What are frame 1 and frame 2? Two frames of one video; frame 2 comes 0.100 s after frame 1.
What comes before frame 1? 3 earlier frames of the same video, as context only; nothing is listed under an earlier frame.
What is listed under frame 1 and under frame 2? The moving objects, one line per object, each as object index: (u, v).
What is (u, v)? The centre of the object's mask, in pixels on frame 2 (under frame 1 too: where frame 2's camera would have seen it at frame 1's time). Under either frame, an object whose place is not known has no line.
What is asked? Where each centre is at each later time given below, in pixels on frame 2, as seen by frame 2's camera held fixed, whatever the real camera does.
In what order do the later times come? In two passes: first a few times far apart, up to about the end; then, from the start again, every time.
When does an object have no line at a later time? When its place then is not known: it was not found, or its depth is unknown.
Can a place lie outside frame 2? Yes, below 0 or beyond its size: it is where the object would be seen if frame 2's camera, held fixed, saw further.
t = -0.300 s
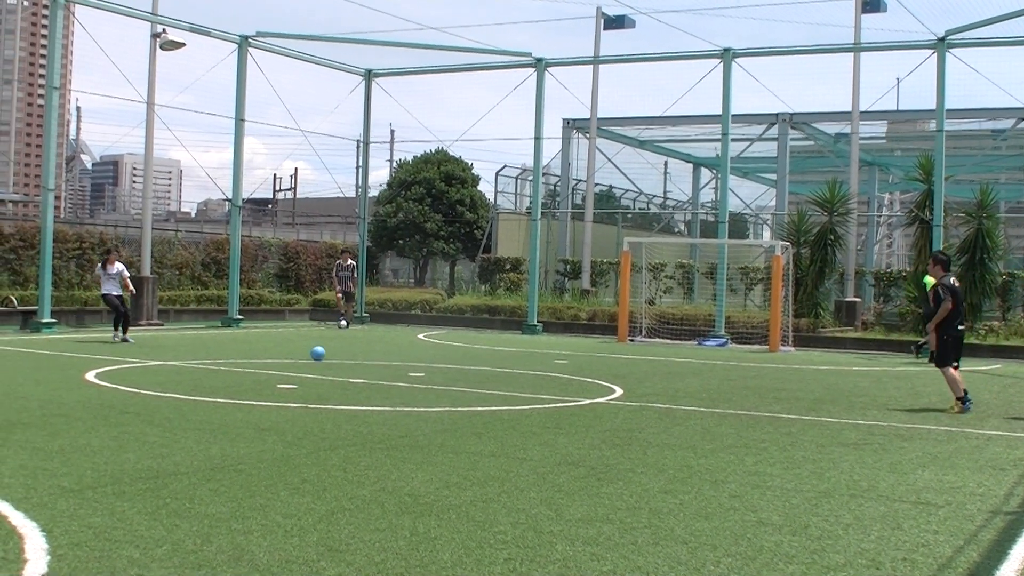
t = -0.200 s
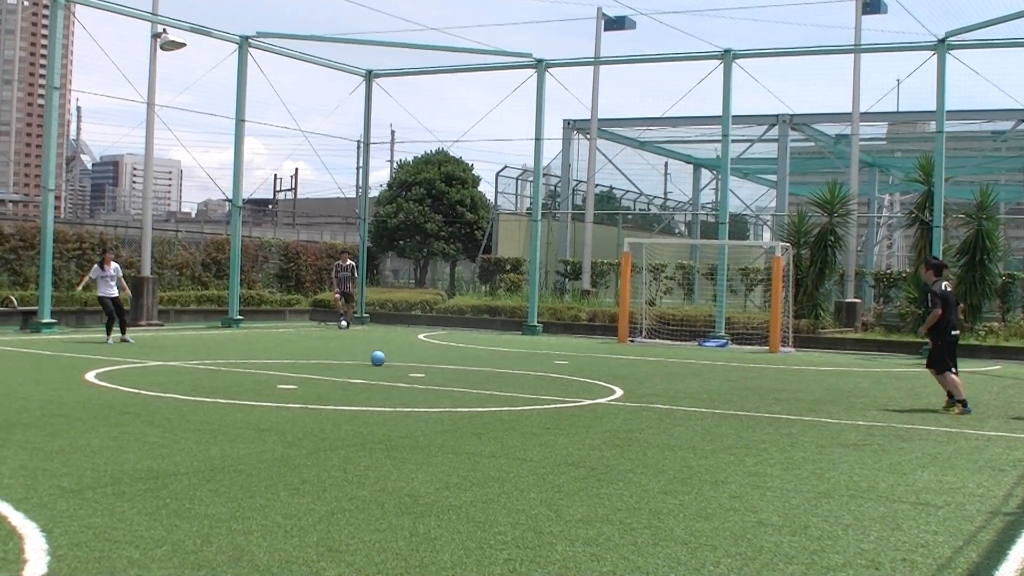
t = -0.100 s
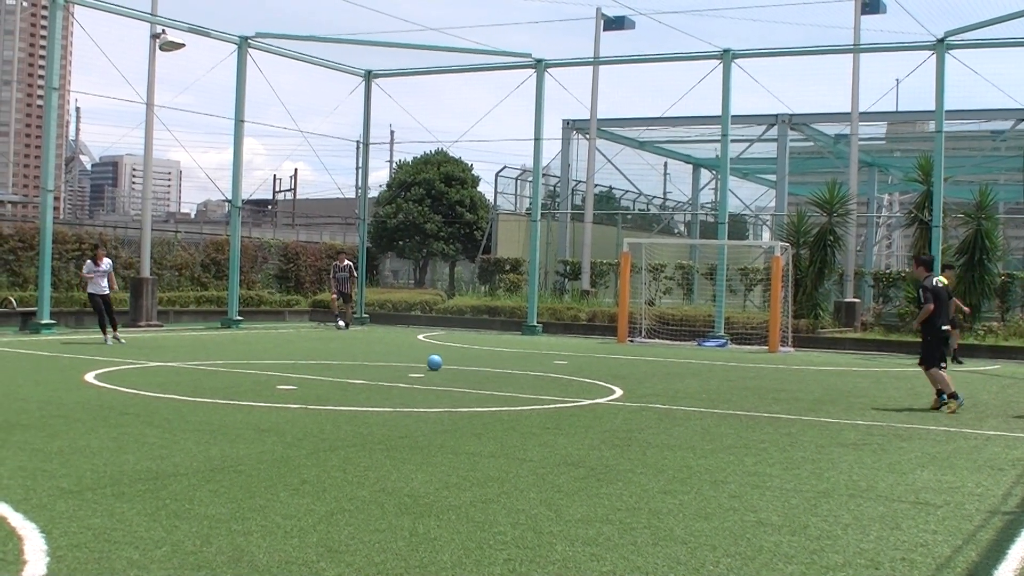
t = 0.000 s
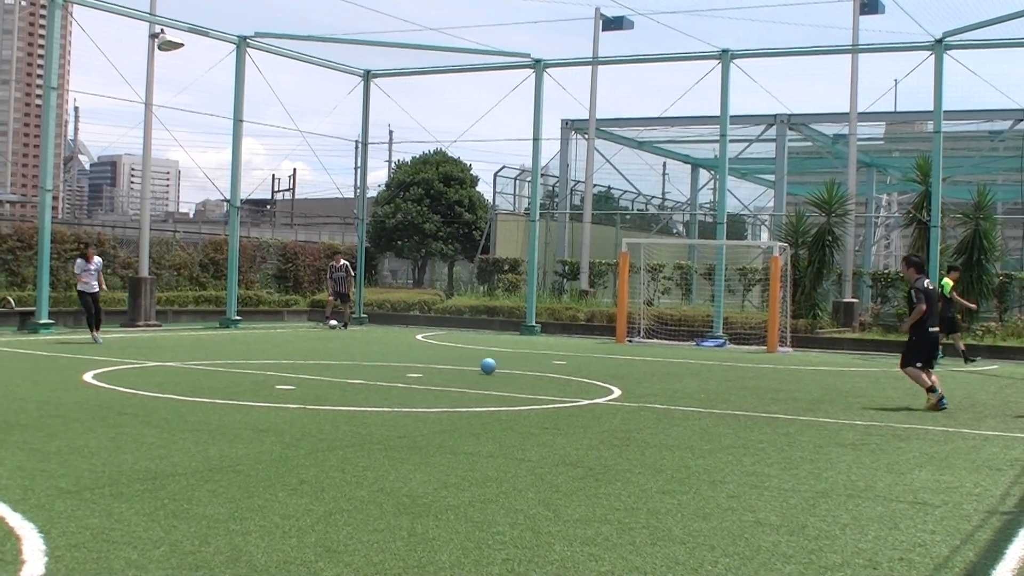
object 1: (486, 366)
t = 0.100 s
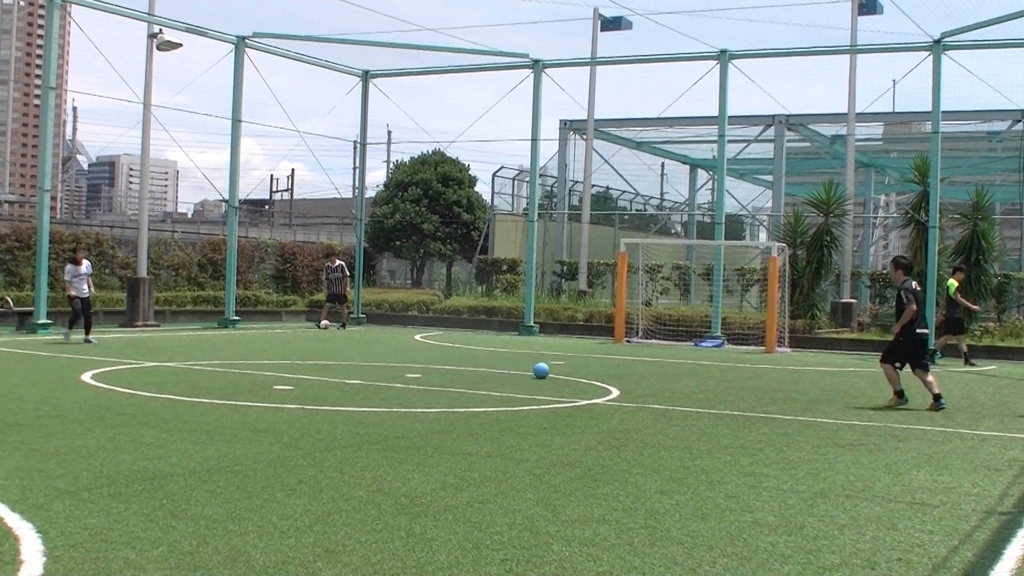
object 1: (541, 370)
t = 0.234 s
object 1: (615, 375)
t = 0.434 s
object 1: (730, 385)
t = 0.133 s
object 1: (559, 372)
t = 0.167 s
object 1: (578, 373)
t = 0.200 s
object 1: (597, 374)
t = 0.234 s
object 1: (615, 375)
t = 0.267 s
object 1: (634, 378)
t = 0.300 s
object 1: (652, 378)
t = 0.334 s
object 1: (671, 379)
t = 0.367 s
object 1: (691, 382)
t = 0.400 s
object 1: (710, 383)
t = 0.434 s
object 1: (730, 385)
